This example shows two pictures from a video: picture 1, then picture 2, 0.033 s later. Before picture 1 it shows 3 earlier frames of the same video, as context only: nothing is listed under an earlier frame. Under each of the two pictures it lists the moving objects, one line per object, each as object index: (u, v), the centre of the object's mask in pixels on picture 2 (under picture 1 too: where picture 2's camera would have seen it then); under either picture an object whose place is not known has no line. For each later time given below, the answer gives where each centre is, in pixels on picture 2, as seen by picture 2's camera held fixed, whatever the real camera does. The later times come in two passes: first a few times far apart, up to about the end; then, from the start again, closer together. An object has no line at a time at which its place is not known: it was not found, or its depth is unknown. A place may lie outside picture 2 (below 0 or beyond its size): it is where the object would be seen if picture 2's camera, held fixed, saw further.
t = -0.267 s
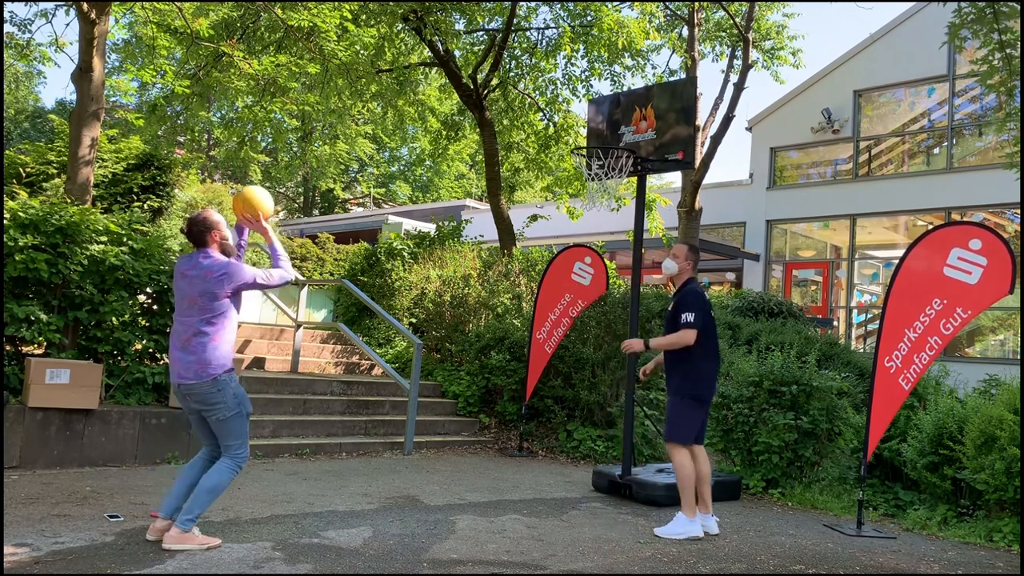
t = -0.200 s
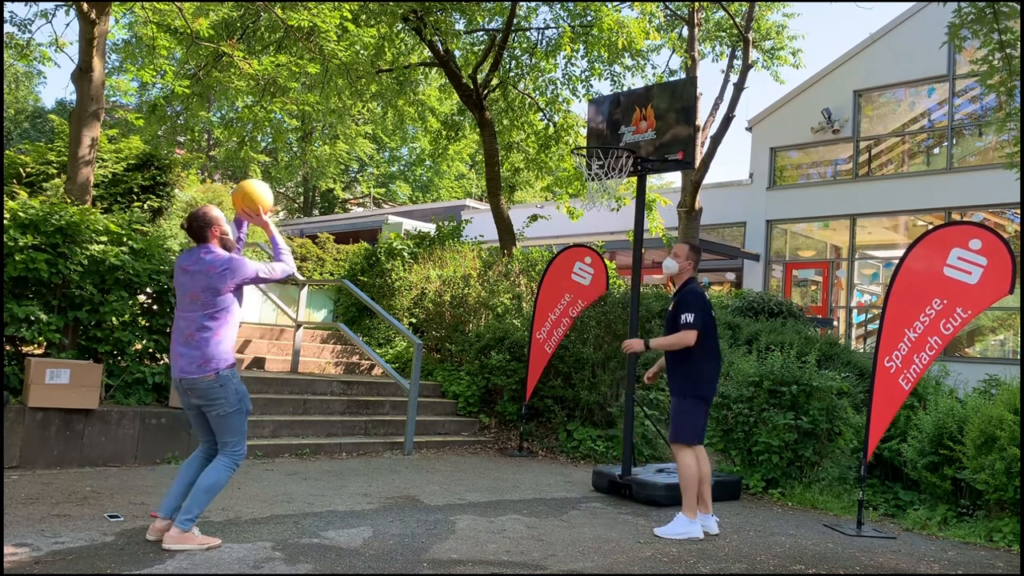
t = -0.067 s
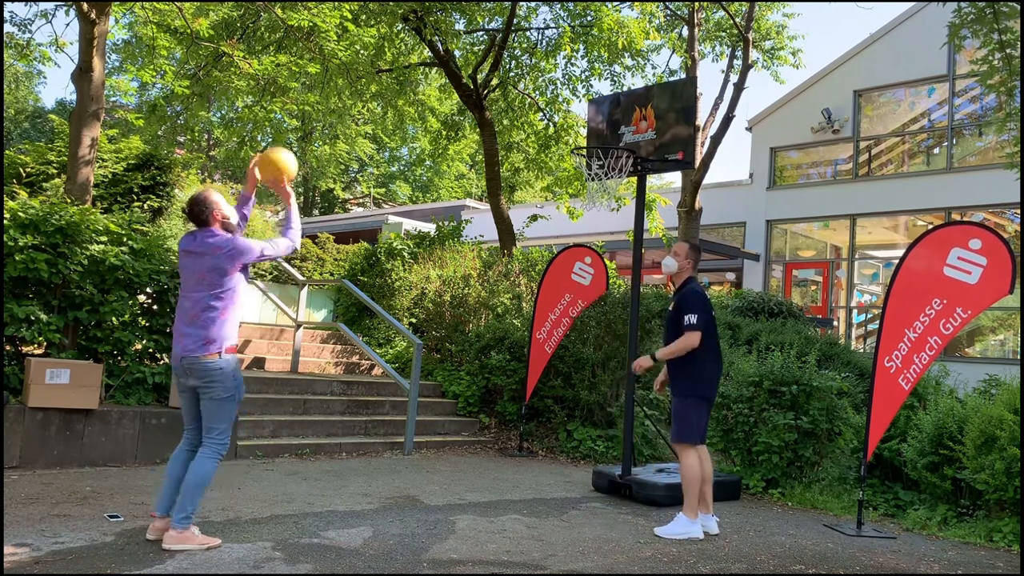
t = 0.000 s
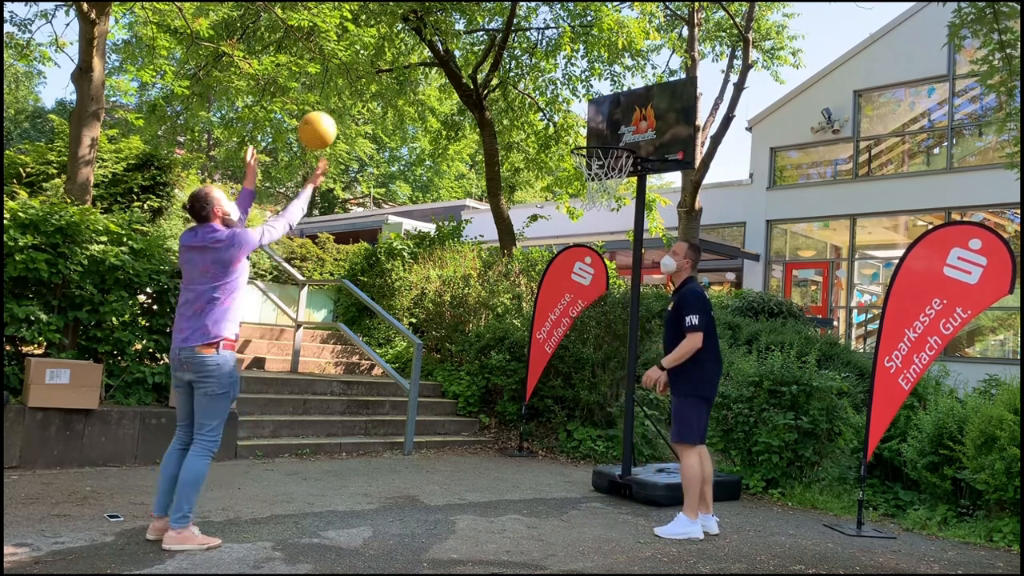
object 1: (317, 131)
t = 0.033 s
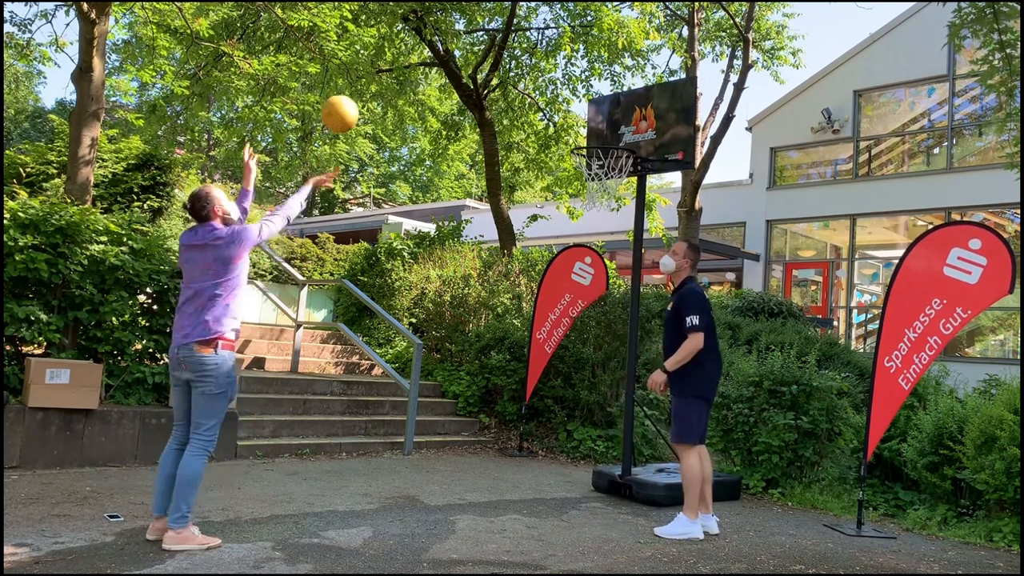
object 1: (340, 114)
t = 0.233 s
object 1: (454, 62)
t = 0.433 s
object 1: (541, 75)
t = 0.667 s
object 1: (619, 145)
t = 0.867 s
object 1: (561, 100)
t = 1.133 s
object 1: (466, 114)
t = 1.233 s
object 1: (424, 148)
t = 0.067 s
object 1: (361, 100)
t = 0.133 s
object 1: (400, 79)
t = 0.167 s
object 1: (419, 71)
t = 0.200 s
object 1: (437, 66)
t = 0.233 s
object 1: (454, 62)
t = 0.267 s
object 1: (470, 60)
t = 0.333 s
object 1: (501, 61)
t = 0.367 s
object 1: (514, 64)
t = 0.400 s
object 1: (528, 69)
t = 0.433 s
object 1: (541, 75)
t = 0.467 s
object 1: (554, 82)
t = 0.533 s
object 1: (578, 100)
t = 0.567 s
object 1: (590, 111)
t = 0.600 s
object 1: (601, 122)
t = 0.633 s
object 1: (612, 134)
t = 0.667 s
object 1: (619, 145)
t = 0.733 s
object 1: (601, 126)
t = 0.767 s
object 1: (592, 118)
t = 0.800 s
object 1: (582, 110)
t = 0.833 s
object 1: (572, 104)
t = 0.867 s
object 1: (561, 100)
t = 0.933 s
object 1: (538, 93)
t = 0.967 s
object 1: (527, 93)
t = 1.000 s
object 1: (515, 94)
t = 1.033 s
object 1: (504, 97)
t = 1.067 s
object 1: (491, 101)
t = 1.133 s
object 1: (466, 114)
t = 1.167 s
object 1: (453, 124)
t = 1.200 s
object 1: (439, 135)
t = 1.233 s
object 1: (424, 148)
